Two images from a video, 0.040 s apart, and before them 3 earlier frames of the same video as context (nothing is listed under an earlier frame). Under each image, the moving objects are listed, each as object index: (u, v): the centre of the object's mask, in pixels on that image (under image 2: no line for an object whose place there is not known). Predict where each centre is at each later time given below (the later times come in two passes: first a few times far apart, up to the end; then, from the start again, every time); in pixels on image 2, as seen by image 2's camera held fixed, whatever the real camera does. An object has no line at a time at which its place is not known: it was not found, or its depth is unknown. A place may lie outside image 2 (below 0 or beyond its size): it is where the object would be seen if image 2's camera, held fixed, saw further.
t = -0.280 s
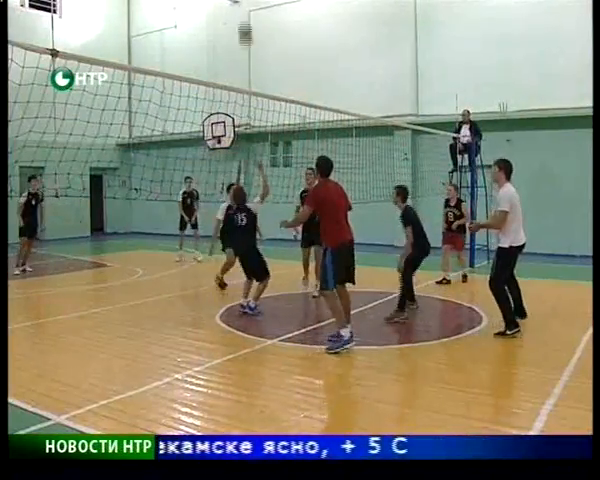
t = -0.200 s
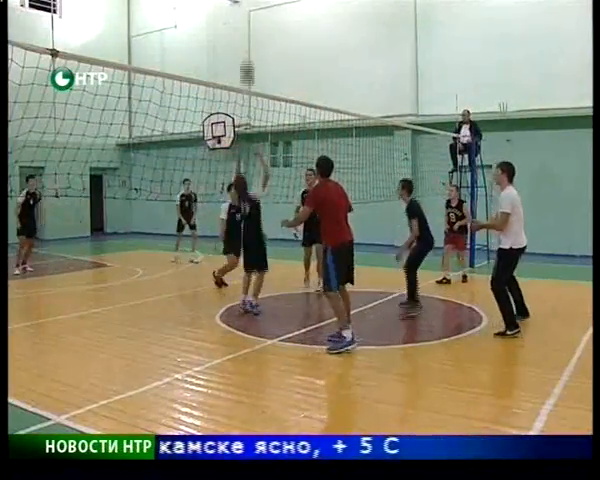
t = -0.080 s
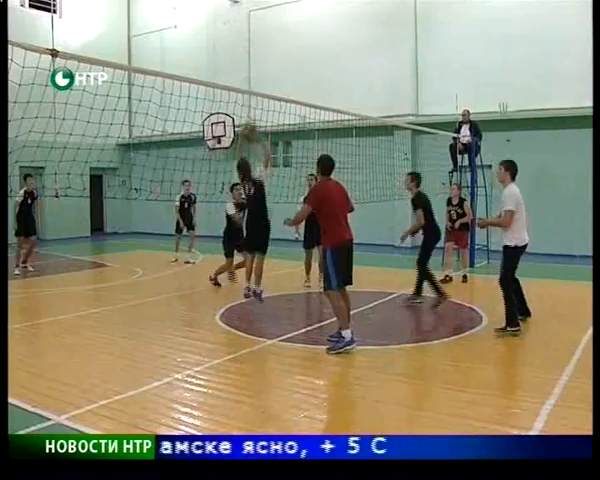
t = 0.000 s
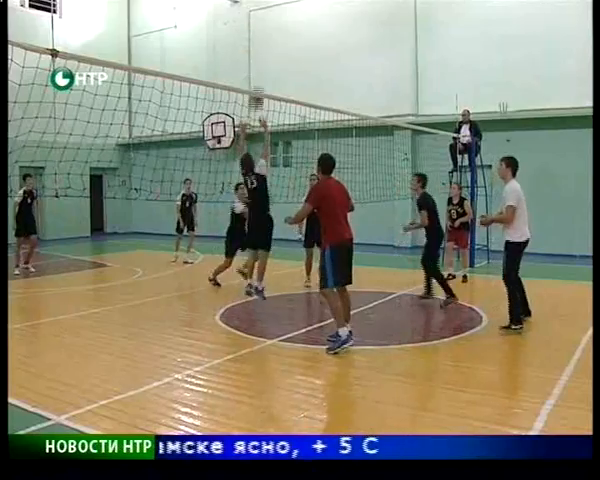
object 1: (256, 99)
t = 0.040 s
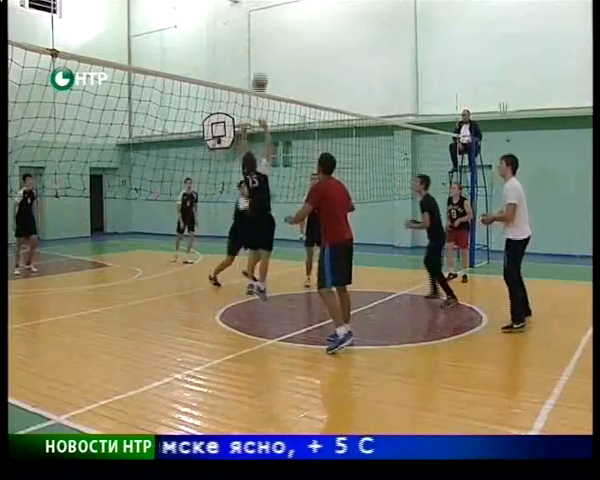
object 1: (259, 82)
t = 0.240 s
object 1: (274, 32)
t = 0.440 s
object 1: (288, 13)
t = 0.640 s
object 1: (301, 24)
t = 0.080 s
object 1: (262, 71)
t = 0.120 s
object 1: (265, 58)
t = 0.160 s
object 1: (268, 48)
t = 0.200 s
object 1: (271, 39)
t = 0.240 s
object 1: (274, 32)
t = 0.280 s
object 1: (277, 26)
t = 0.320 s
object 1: (280, 21)
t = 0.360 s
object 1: (282, 17)
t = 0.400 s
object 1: (285, 15)
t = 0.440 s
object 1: (288, 13)
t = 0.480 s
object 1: (291, 13)
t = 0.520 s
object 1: (293, 14)
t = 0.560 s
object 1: (296, 16)
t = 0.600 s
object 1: (298, 19)
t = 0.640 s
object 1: (301, 24)
